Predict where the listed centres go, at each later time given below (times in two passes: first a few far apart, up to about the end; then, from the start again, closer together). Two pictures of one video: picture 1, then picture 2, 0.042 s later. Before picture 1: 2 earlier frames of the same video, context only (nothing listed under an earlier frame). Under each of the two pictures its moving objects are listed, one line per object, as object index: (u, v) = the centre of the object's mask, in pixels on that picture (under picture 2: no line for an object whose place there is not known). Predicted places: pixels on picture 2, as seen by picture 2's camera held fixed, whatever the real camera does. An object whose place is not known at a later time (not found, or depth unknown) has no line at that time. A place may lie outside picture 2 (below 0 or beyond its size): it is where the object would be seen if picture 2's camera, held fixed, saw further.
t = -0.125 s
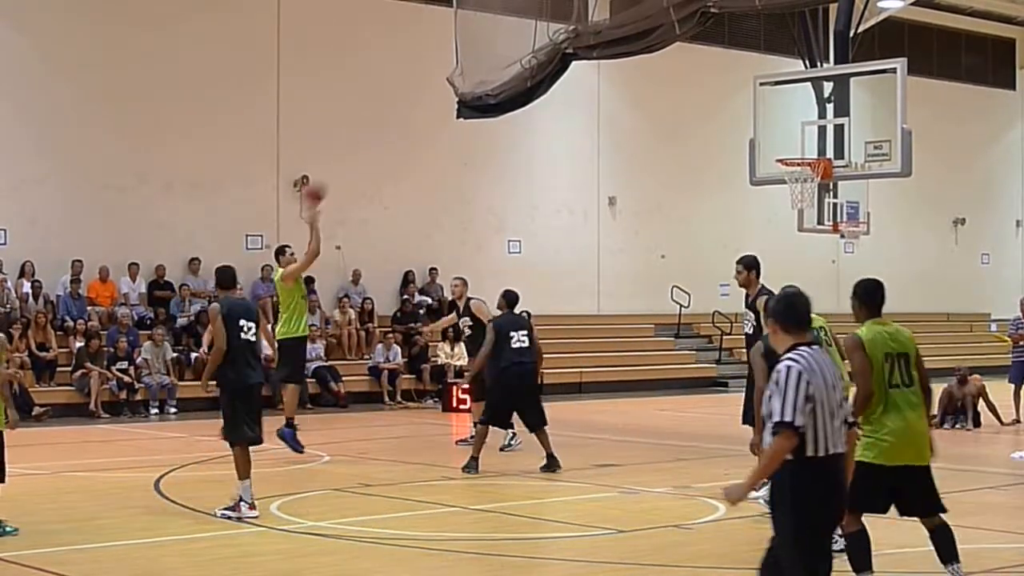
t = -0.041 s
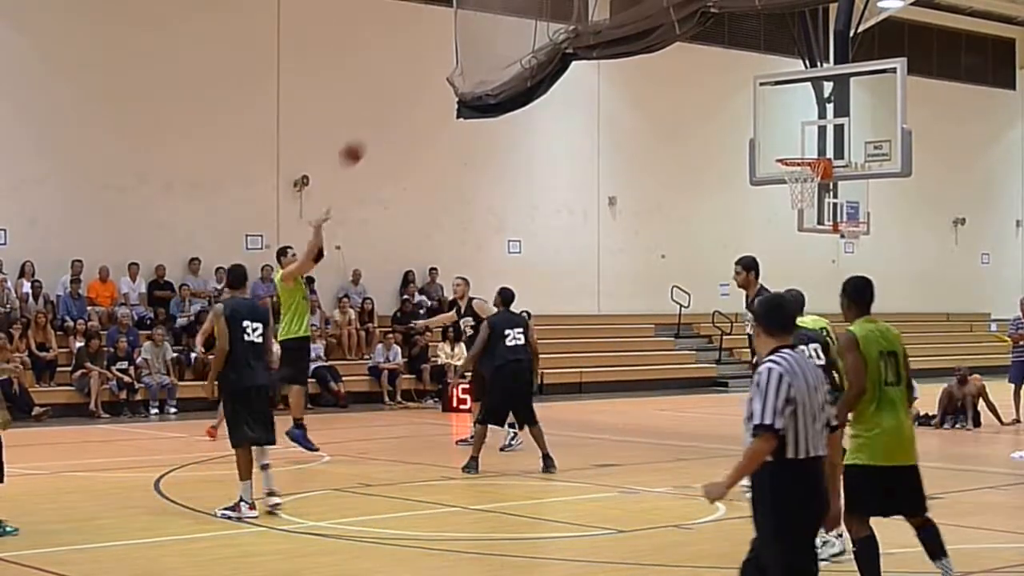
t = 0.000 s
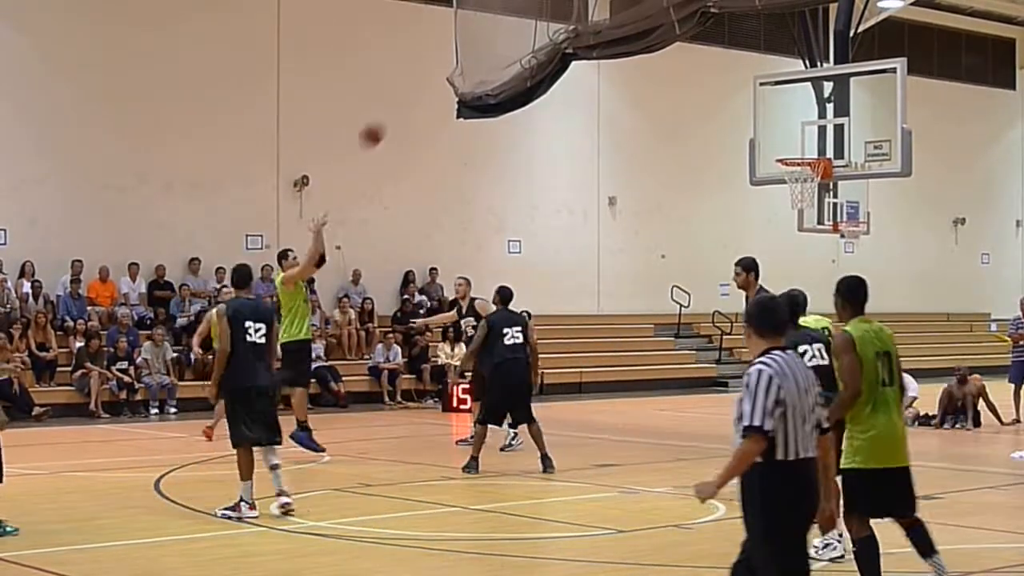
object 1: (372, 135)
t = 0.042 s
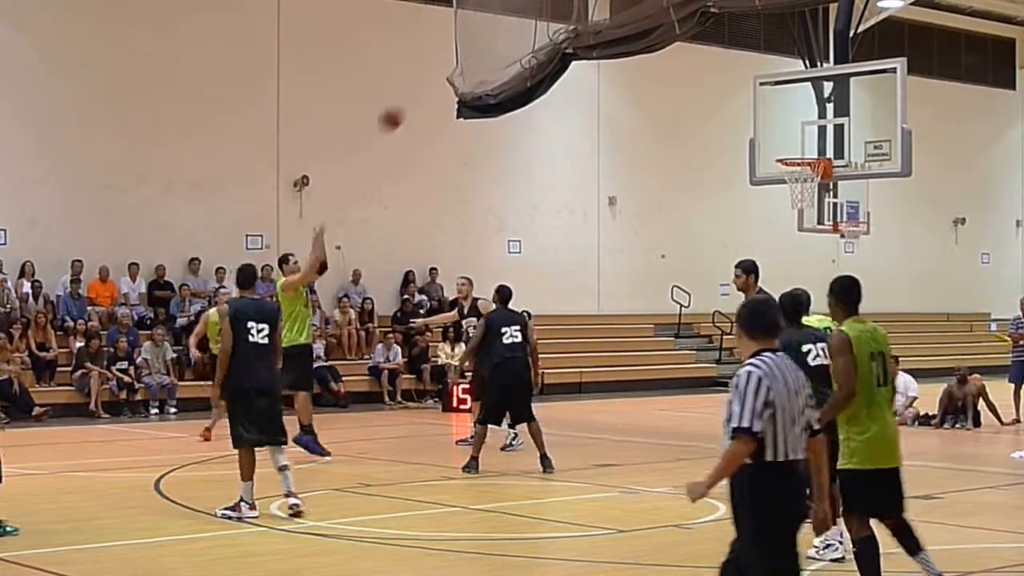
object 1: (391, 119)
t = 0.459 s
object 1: (586, 45)
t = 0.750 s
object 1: (723, 99)
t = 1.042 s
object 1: (797, 172)
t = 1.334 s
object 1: (783, 181)
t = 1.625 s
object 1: (814, 235)
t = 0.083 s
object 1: (410, 104)
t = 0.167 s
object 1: (449, 80)
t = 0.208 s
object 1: (469, 70)
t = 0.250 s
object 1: (488, 62)
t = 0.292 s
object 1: (508, 55)
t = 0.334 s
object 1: (527, 51)
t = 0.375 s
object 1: (547, 49)
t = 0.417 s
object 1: (568, 48)
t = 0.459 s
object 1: (586, 45)
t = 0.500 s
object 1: (604, 49)
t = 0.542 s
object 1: (624, 53)
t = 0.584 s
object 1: (645, 60)
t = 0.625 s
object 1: (664, 67)
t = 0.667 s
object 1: (683, 76)
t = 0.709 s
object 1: (703, 87)
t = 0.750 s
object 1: (723, 99)
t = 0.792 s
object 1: (741, 114)
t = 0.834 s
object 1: (761, 130)
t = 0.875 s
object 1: (780, 147)
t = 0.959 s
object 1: (810, 161)
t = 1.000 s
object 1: (806, 166)
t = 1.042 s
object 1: (797, 172)
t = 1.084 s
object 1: (789, 177)
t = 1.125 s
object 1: (783, 178)
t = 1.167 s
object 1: (780, 176)
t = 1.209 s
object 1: (780, 175)
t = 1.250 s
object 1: (780, 176)
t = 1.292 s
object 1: (781, 177)
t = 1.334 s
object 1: (783, 181)
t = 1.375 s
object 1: (785, 186)
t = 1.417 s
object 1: (789, 190)
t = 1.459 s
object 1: (793, 196)
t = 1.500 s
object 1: (798, 202)
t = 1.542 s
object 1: (803, 213)
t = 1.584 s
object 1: (807, 222)
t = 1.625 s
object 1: (814, 235)
